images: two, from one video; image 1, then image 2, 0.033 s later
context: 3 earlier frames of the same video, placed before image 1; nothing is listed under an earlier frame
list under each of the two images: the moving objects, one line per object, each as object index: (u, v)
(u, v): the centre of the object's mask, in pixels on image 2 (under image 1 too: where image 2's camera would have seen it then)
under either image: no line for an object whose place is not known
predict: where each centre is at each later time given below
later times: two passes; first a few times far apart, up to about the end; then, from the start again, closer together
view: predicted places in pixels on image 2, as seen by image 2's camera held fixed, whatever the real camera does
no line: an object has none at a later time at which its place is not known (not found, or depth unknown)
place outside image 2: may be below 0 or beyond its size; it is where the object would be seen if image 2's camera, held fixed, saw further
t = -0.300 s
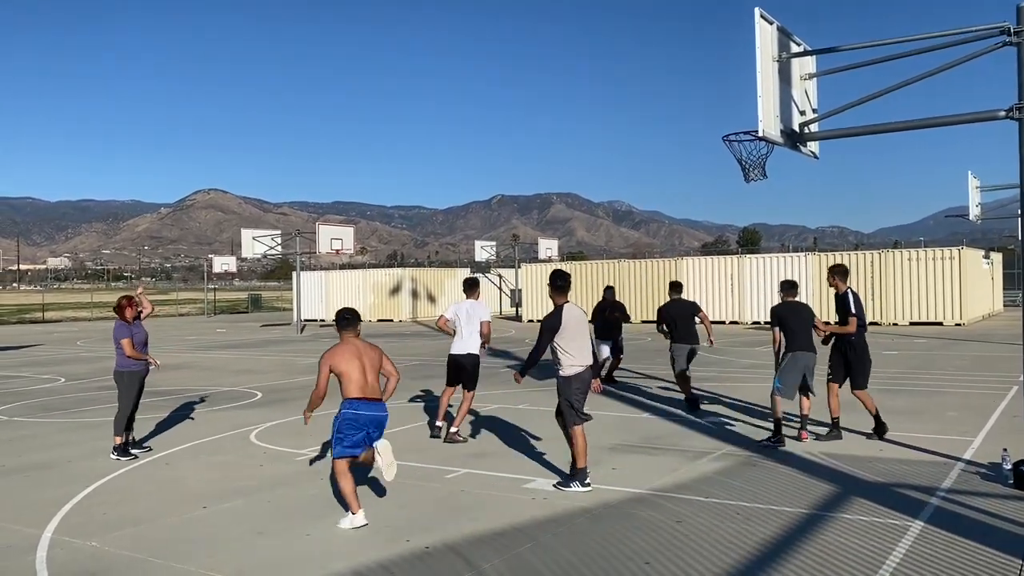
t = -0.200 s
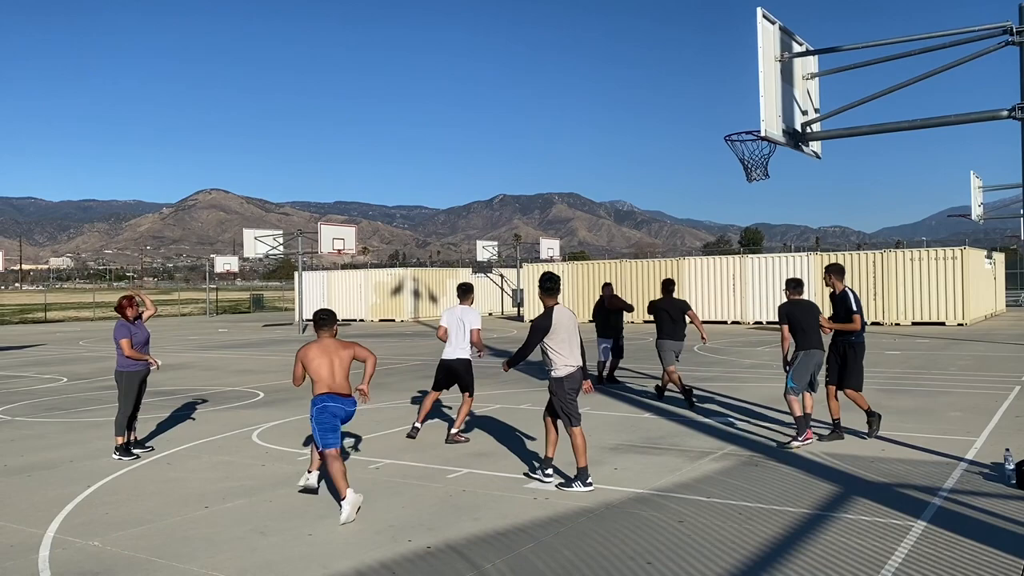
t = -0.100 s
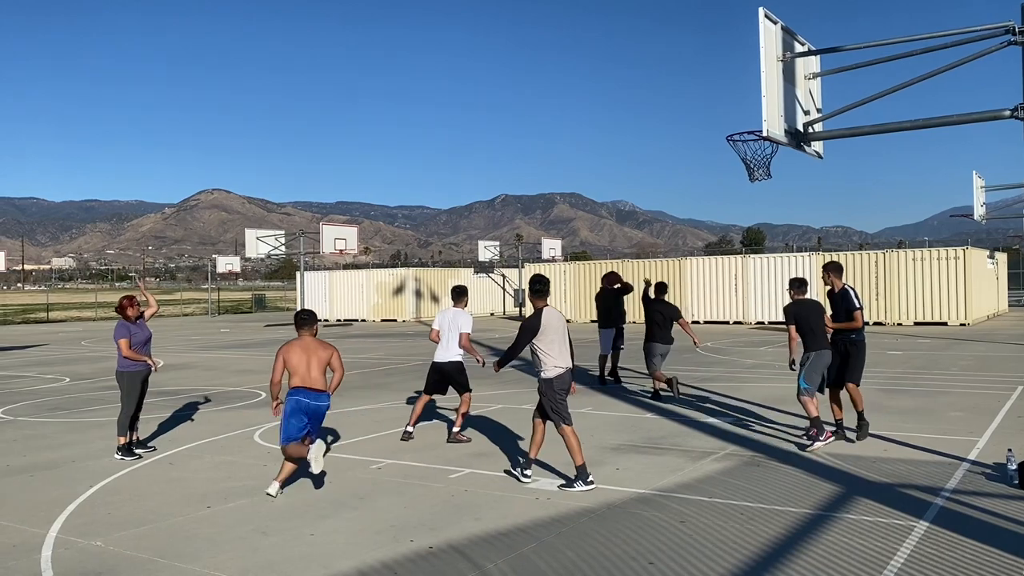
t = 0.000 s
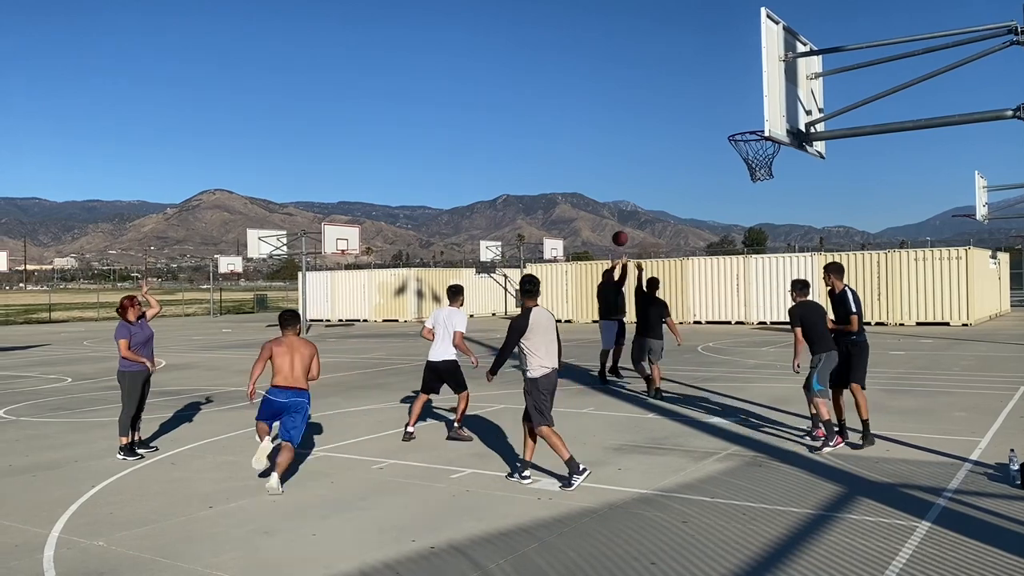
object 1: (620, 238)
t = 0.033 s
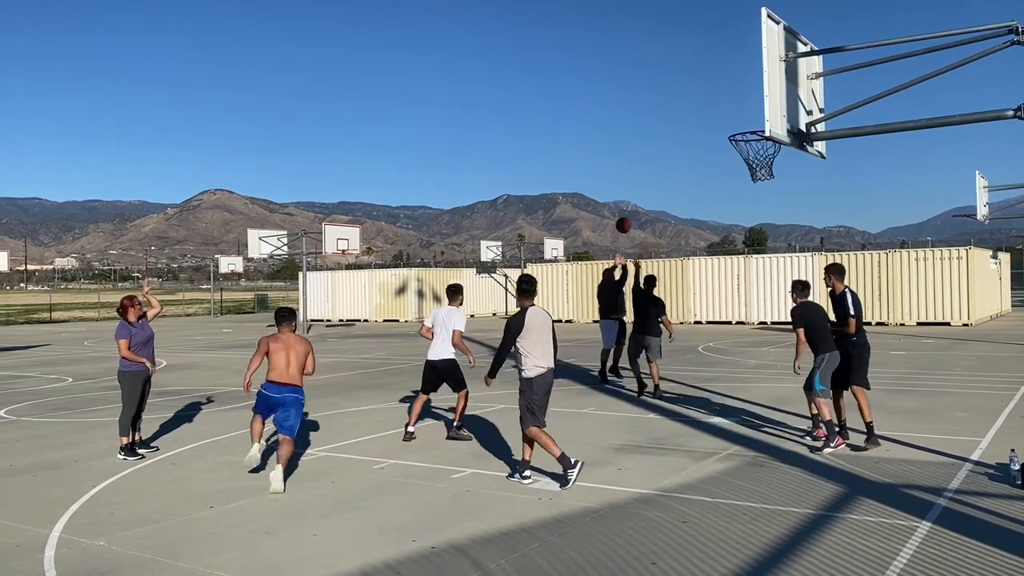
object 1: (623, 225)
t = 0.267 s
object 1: (648, 143)
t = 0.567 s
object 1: (691, 76)
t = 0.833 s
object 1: (745, 72)
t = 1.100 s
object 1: (741, 101)
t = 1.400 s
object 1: (657, 76)
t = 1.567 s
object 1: (613, 105)
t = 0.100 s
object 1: (630, 199)
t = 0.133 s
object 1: (633, 187)
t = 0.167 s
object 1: (637, 175)
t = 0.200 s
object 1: (640, 164)
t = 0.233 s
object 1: (644, 153)
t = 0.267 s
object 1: (648, 143)
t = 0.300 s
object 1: (652, 133)
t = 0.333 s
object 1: (656, 123)
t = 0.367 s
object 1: (660, 114)
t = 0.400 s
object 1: (665, 107)
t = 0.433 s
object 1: (670, 99)
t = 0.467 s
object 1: (675, 92)
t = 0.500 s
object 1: (680, 86)
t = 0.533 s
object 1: (685, 80)
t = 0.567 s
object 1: (691, 76)
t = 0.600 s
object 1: (697, 72)
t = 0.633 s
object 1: (703, 69)
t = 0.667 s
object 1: (709, 67)
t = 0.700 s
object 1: (716, 66)
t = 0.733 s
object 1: (722, 66)
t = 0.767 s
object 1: (730, 67)
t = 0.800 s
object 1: (737, 69)
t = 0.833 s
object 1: (745, 72)
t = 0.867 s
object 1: (752, 77)
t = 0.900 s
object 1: (757, 83)
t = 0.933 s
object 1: (761, 90)
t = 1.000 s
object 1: (761, 109)
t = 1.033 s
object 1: (757, 119)
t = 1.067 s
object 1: (751, 110)
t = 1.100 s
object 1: (741, 101)
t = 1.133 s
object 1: (732, 94)
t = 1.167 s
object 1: (722, 87)
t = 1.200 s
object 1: (713, 82)
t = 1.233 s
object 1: (703, 78)
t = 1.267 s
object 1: (694, 75)
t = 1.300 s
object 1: (684, 74)
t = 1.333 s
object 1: (675, 74)
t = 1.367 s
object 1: (666, 74)
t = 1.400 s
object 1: (657, 76)
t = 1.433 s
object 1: (648, 79)
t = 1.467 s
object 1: (639, 84)
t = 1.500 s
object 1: (630, 90)
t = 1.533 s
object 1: (622, 97)
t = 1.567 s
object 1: (613, 105)
